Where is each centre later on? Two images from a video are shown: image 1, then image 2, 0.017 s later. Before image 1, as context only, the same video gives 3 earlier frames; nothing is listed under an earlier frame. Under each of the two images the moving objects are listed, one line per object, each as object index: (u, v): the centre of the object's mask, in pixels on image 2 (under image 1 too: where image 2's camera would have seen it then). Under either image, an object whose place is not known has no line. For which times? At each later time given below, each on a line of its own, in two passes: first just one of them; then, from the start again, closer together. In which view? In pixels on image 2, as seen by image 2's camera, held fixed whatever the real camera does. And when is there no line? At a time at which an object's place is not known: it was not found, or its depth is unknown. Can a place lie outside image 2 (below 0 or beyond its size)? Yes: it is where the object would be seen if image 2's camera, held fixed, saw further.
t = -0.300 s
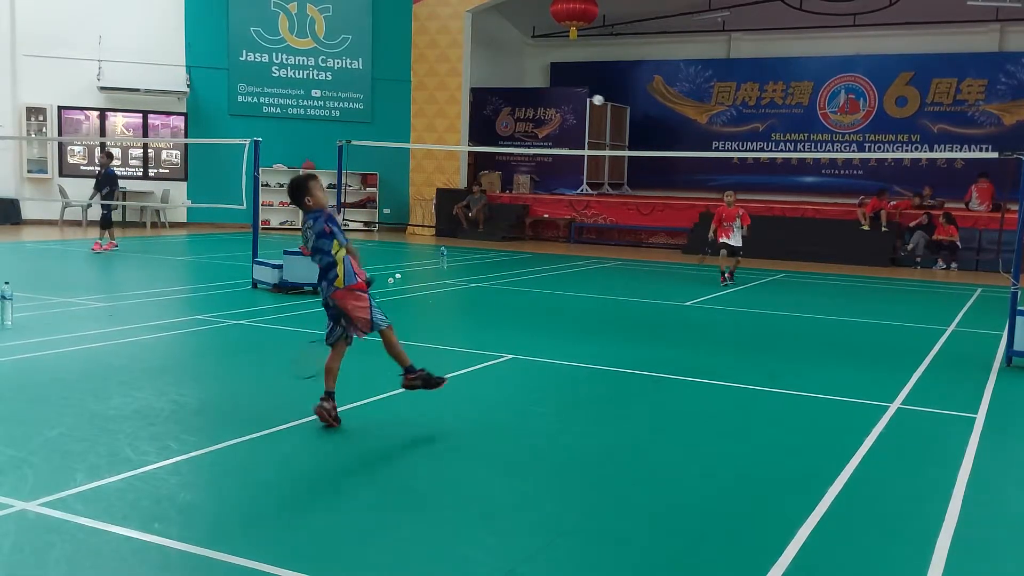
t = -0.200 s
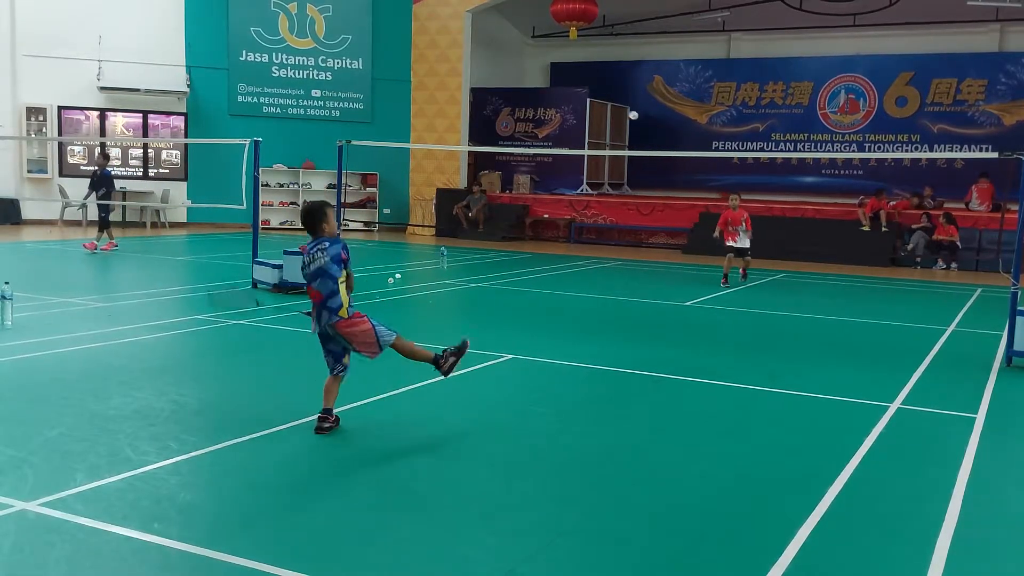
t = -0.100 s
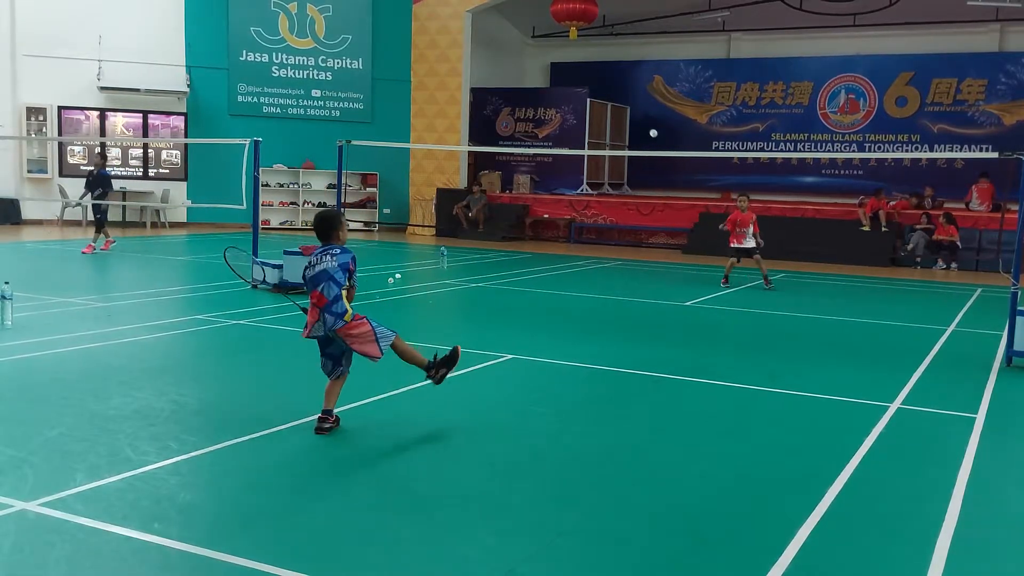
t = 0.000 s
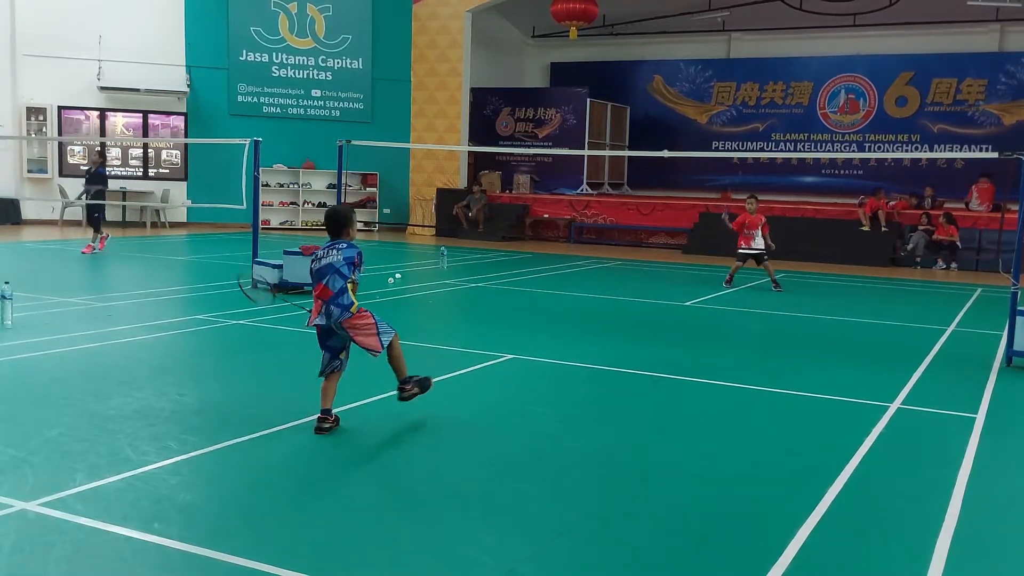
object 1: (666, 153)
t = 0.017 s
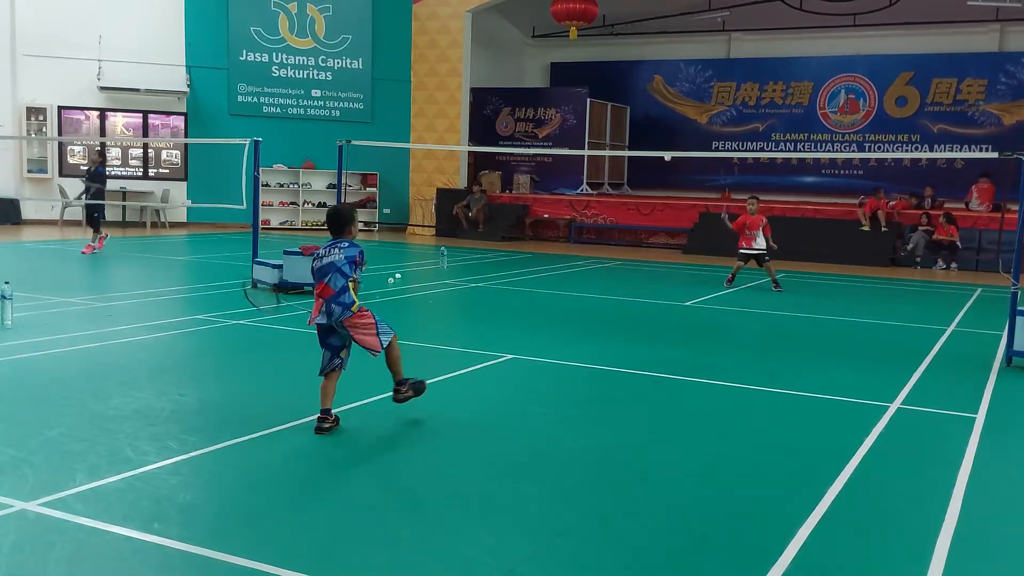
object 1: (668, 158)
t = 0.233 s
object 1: (681, 210)
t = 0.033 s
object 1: (669, 161)
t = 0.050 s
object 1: (670, 164)
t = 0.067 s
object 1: (672, 168)
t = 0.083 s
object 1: (673, 172)
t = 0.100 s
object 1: (674, 176)
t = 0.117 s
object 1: (675, 180)
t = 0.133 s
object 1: (676, 184)
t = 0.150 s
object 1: (677, 188)
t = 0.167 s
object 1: (678, 192)
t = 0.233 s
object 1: (681, 210)
